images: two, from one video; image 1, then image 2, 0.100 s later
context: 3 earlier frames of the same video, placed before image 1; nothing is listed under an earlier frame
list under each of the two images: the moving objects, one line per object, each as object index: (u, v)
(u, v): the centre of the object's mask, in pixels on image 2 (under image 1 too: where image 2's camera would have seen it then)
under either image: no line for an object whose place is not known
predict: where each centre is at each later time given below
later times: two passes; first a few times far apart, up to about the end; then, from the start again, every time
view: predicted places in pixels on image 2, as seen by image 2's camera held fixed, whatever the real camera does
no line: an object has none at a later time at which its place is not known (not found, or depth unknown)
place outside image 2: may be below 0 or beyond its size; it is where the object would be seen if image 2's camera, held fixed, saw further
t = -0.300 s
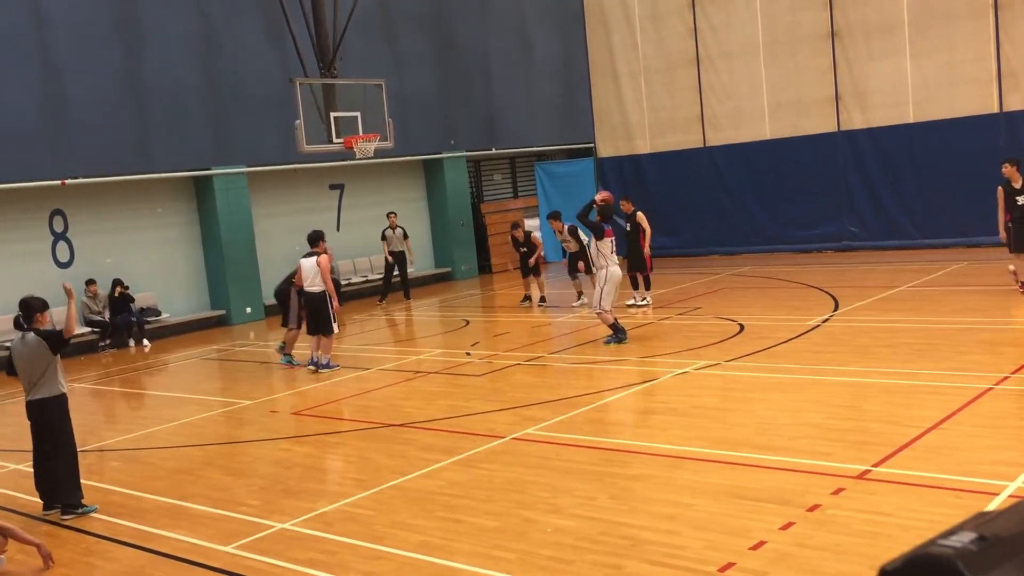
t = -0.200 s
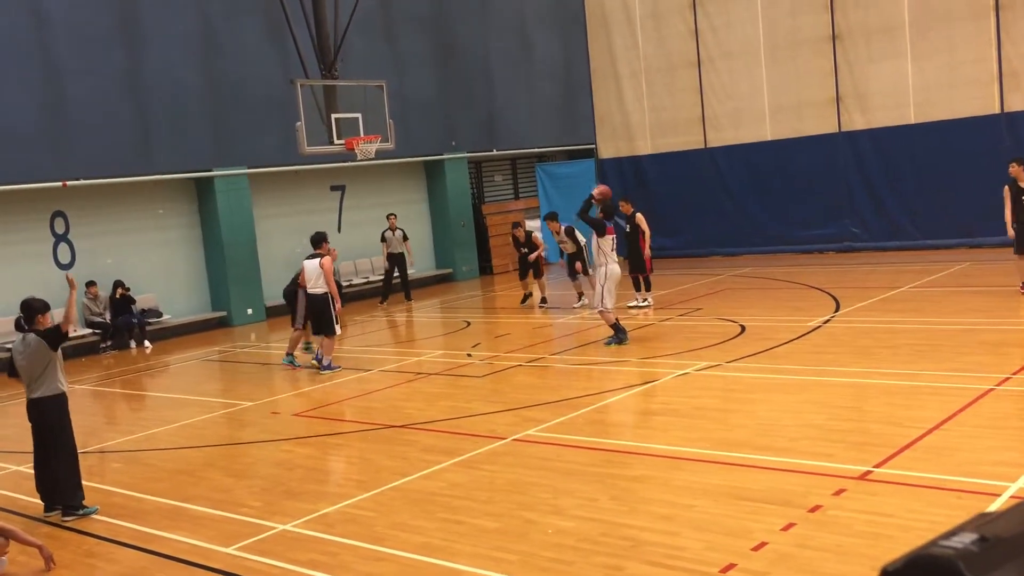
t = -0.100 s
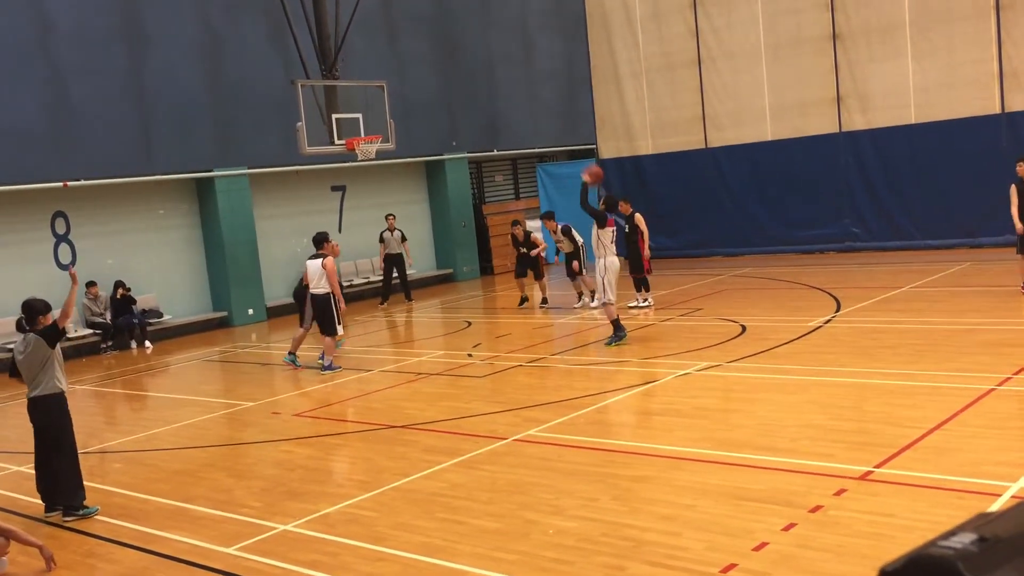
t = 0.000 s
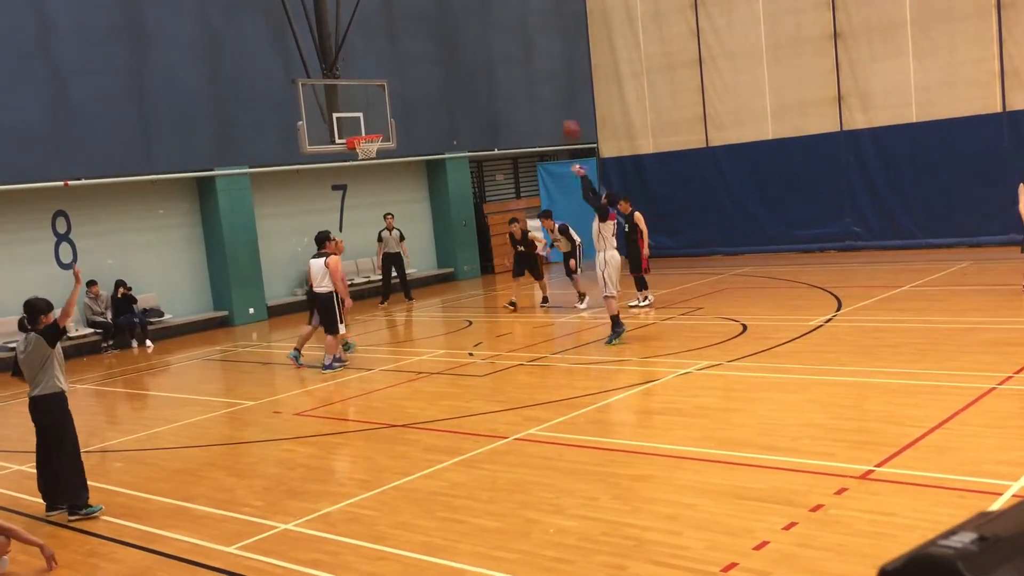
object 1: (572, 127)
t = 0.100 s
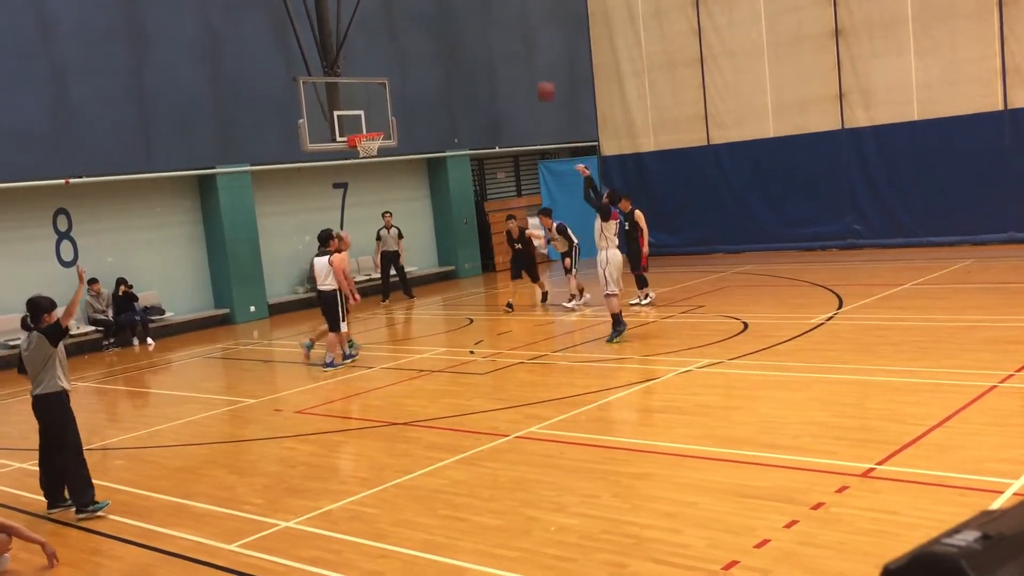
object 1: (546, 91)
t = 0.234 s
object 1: (514, 55)
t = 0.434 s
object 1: (471, 27)
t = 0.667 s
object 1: (428, 30)
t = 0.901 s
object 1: (392, 69)
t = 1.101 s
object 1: (369, 126)
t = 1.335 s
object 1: (355, 185)
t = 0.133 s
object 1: (537, 80)
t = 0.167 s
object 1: (530, 71)
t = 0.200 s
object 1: (522, 63)
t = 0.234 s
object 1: (514, 55)
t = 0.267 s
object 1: (507, 48)
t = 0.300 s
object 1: (499, 42)
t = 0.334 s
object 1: (492, 37)
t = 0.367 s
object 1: (485, 33)
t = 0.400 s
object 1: (478, 29)
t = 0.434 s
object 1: (471, 27)
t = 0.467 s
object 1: (464, 25)
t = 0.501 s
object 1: (458, 24)
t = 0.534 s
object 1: (452, 24)
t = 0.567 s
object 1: (446, 24)
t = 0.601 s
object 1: (440, 26)
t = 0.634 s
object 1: (434, 28)
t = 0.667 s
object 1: (428, 30)
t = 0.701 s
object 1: (424, 34)
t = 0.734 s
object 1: (417, 38)
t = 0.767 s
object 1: (413, 43)
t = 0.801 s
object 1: (408, 49)
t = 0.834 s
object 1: (403, 55)
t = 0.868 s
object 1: (398, 62)
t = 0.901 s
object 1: (392, 69)
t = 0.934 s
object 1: (389, 78)
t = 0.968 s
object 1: (384, 87)
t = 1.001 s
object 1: (380, 95)
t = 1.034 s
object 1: (376, 106)
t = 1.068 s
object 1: (372, 116)
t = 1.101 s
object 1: (369, 126)
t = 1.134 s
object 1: (365, 141)
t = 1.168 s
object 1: (363, 150)
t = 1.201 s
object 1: (360, 153)
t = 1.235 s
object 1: (358, 162)
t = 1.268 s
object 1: (357, 171)
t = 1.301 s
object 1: (356, 179)
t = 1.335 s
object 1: (355, 185)
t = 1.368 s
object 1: (354, 194)
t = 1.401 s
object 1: (353, 203)
